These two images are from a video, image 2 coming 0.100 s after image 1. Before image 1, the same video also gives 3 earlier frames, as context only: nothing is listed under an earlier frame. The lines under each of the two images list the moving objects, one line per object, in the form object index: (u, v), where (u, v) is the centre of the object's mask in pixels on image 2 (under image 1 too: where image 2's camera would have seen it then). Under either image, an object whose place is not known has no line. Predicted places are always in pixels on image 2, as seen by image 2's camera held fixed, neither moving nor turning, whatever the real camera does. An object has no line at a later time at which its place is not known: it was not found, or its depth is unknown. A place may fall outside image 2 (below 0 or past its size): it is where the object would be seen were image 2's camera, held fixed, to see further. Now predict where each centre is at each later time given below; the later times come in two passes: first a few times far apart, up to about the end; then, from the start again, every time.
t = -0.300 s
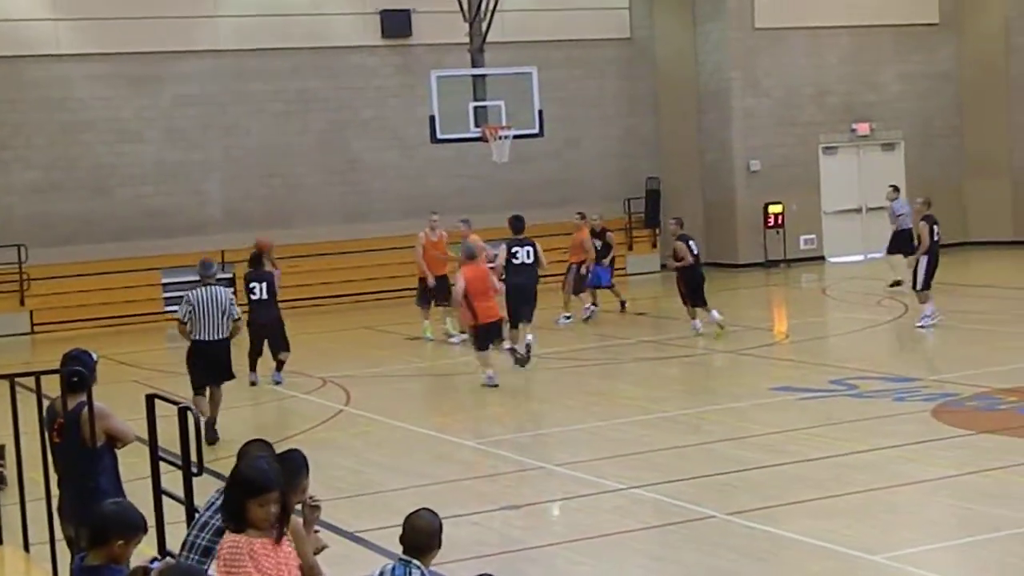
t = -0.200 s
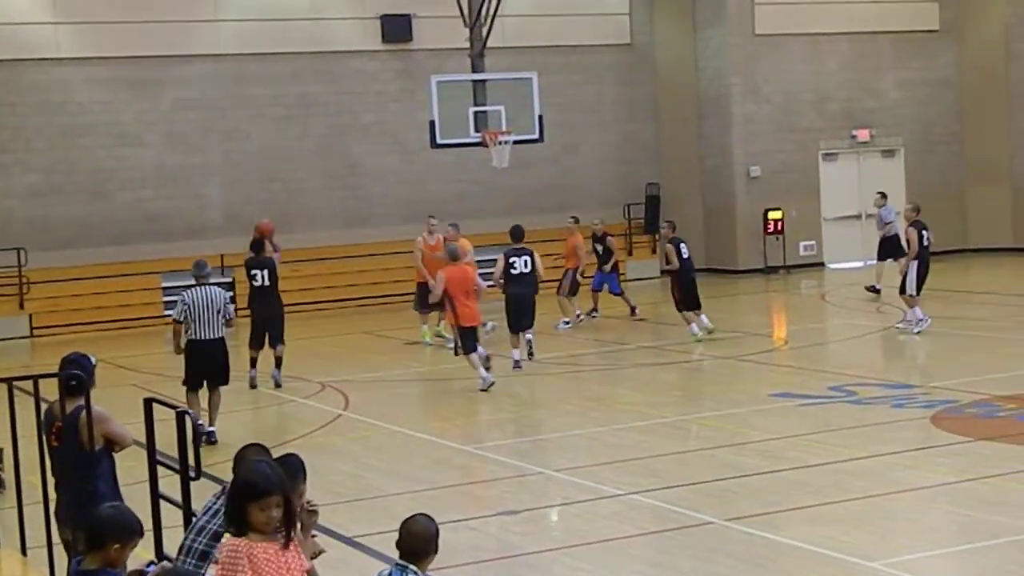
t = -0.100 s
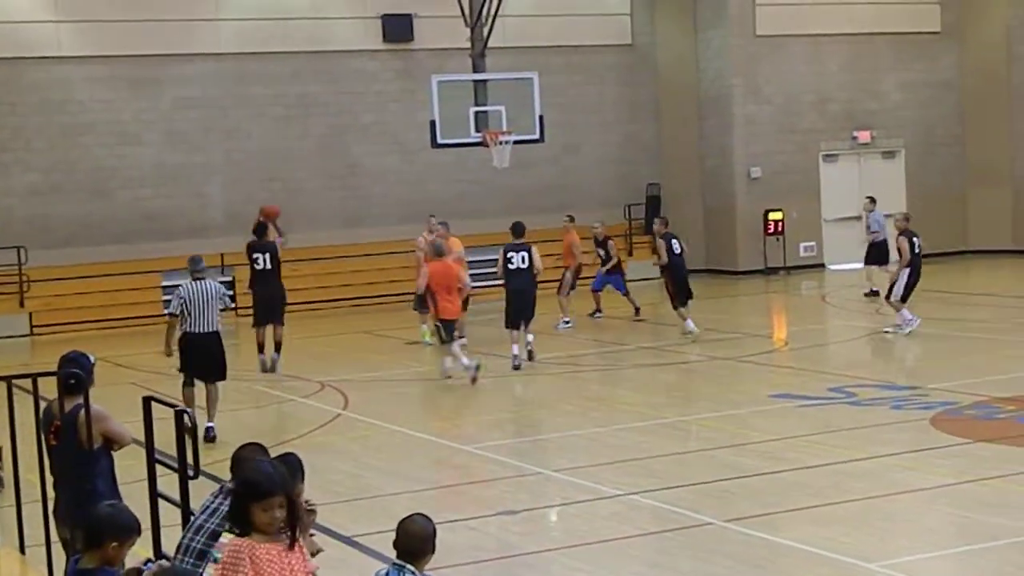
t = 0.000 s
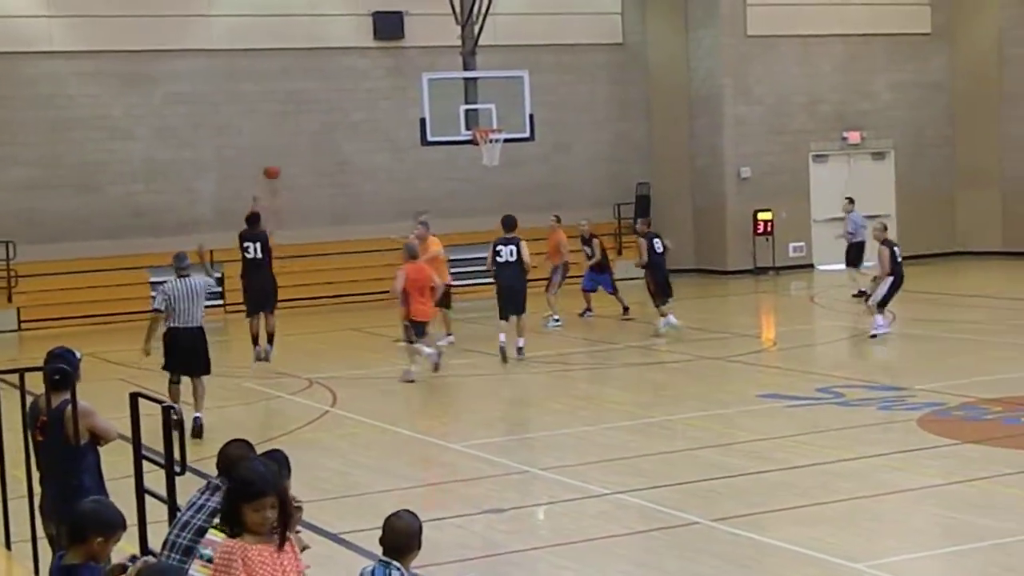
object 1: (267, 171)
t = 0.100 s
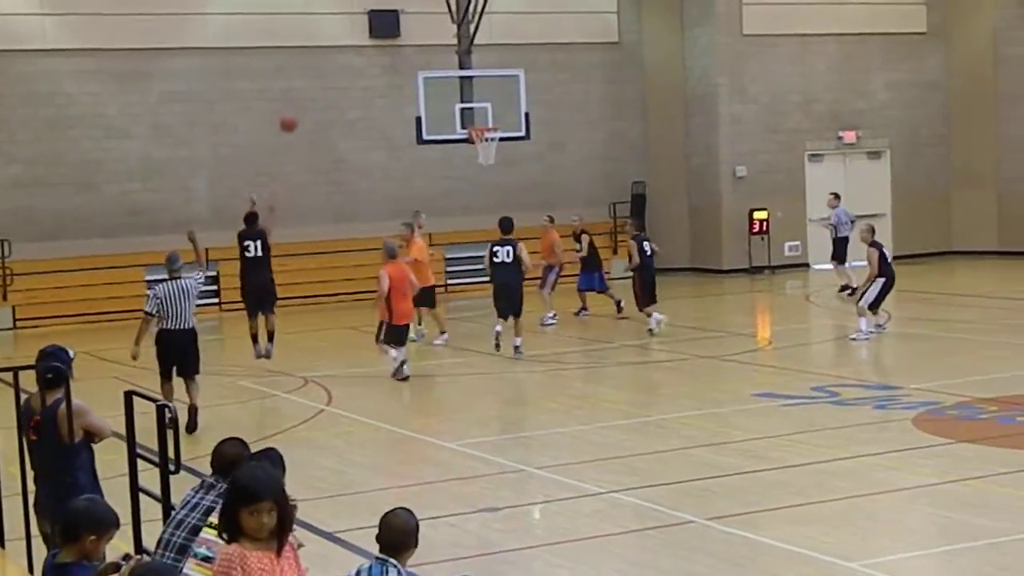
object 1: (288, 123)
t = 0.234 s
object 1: (316, 77)
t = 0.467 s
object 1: (360, 33)
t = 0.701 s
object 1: (402, 30)
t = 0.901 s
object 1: (437, 55)
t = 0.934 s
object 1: (442, 62)
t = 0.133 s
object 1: (295, 110)
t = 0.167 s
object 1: (302, 99)
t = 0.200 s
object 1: (309, 88)
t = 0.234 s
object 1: (316, 77)
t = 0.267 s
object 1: (322, 68)
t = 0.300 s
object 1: (329, 60)
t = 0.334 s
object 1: (335, 53)
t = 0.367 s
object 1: (342, 46)
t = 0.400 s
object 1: (347, 41)
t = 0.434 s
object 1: (354, 37)
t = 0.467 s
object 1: (360, 33)
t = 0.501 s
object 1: (367, 30)
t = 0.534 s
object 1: (373, 28)
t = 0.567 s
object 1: (379, 27)
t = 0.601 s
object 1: (386, 26)
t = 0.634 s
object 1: (390, 27)
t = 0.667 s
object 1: (396, 28)
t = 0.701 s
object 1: (402, 30)
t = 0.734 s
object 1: (409, 32)
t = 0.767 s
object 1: (415, 35)
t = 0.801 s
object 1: (420, 39)
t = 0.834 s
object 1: (426, 44)
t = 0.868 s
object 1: (430, 49)
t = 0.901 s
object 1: (437, 55)
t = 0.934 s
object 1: (442, 62)
